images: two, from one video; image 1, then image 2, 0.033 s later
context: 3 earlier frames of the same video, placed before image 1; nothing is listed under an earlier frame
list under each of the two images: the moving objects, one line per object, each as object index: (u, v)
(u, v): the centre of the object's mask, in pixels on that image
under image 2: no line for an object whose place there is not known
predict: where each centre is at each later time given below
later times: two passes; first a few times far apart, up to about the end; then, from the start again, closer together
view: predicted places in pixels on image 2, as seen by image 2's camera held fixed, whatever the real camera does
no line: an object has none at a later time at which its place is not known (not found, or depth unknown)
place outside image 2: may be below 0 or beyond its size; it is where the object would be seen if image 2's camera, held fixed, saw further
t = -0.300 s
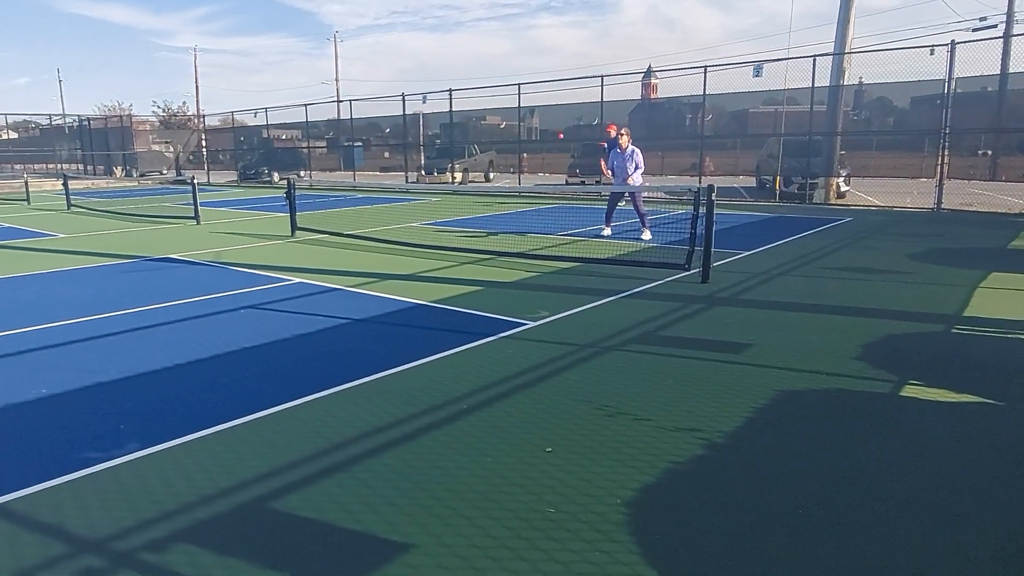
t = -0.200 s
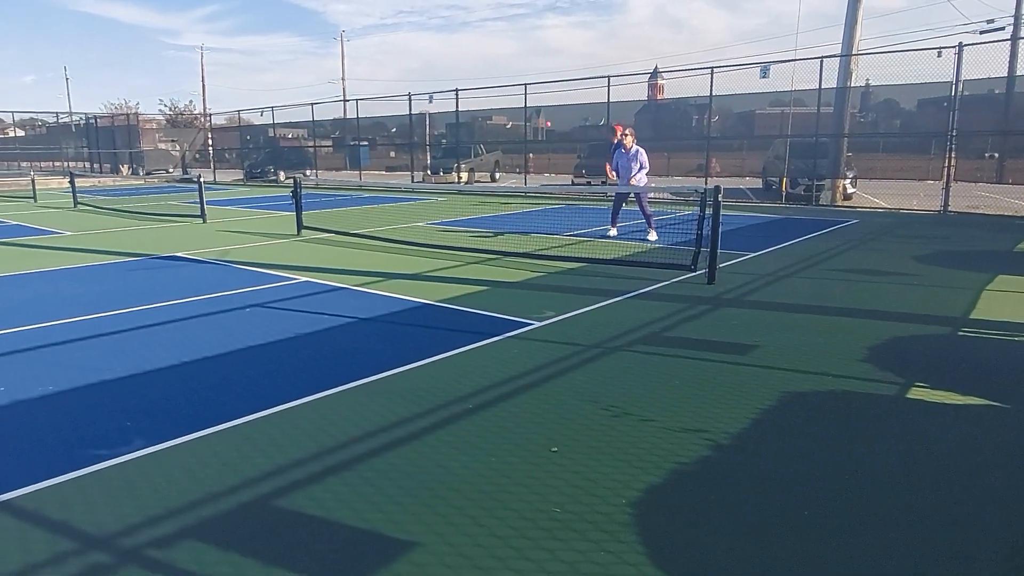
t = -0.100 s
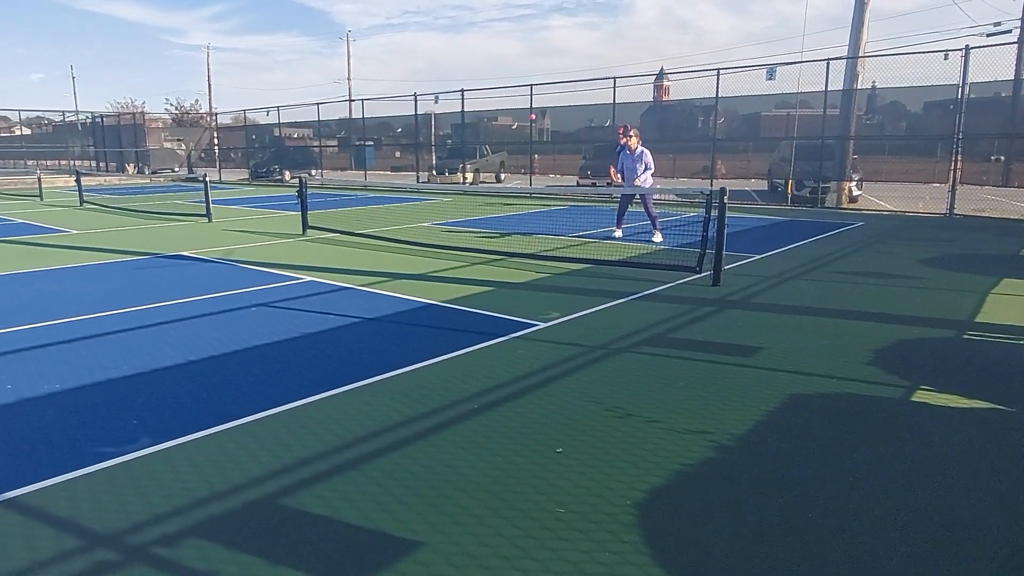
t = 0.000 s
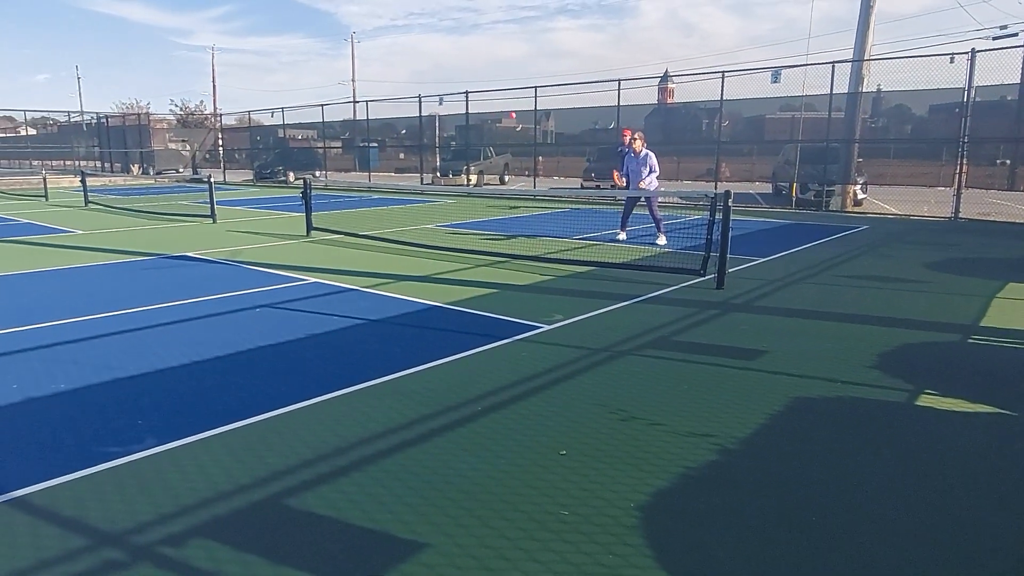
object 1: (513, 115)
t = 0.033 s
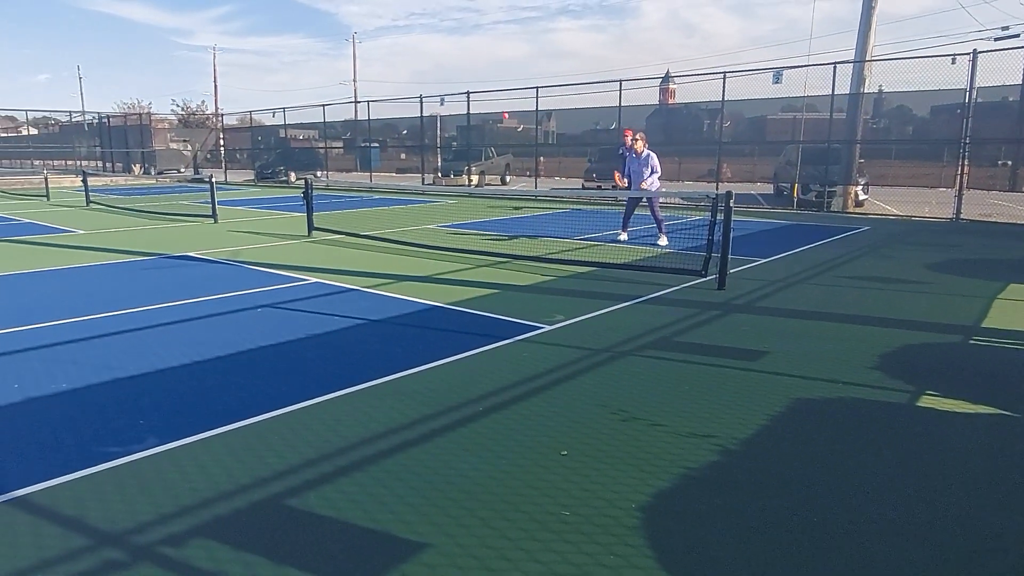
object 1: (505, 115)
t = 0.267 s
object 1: (432, 140)
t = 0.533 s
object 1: (311, 245)
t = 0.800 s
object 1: (202, 255)
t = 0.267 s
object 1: (432, 140)
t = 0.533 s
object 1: (311, 245)
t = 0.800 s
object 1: (202, 255)
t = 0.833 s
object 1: (190, 249)
